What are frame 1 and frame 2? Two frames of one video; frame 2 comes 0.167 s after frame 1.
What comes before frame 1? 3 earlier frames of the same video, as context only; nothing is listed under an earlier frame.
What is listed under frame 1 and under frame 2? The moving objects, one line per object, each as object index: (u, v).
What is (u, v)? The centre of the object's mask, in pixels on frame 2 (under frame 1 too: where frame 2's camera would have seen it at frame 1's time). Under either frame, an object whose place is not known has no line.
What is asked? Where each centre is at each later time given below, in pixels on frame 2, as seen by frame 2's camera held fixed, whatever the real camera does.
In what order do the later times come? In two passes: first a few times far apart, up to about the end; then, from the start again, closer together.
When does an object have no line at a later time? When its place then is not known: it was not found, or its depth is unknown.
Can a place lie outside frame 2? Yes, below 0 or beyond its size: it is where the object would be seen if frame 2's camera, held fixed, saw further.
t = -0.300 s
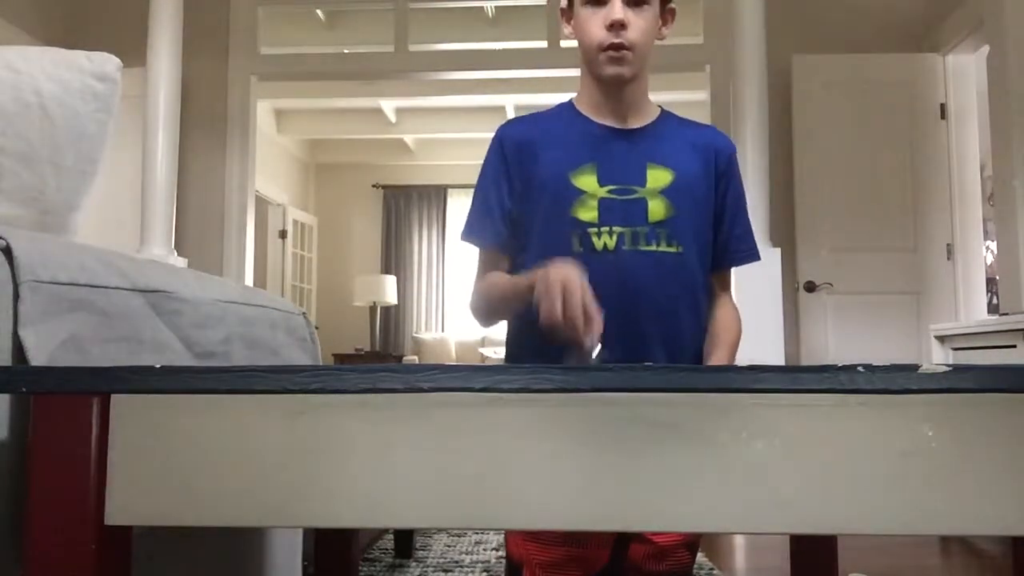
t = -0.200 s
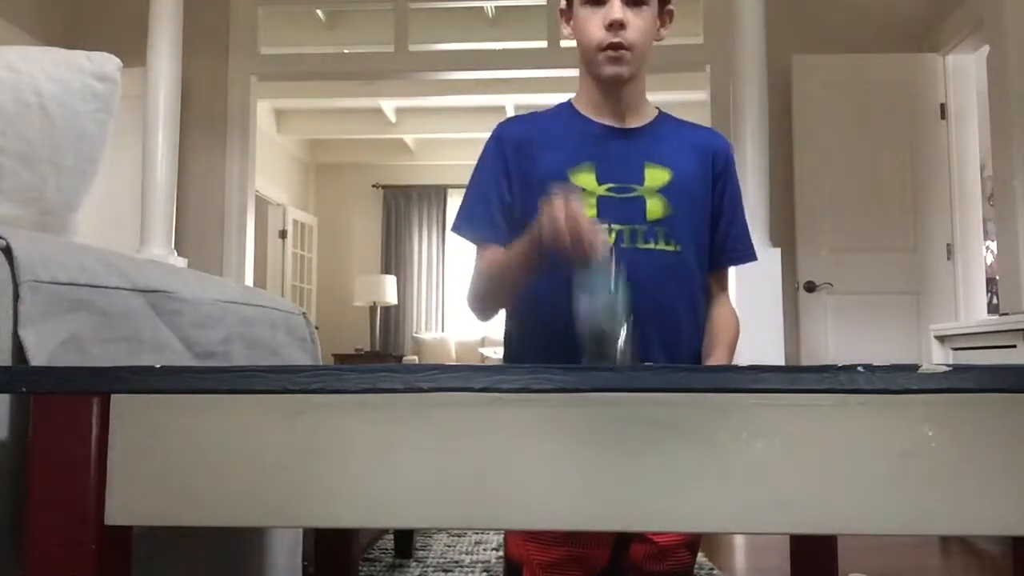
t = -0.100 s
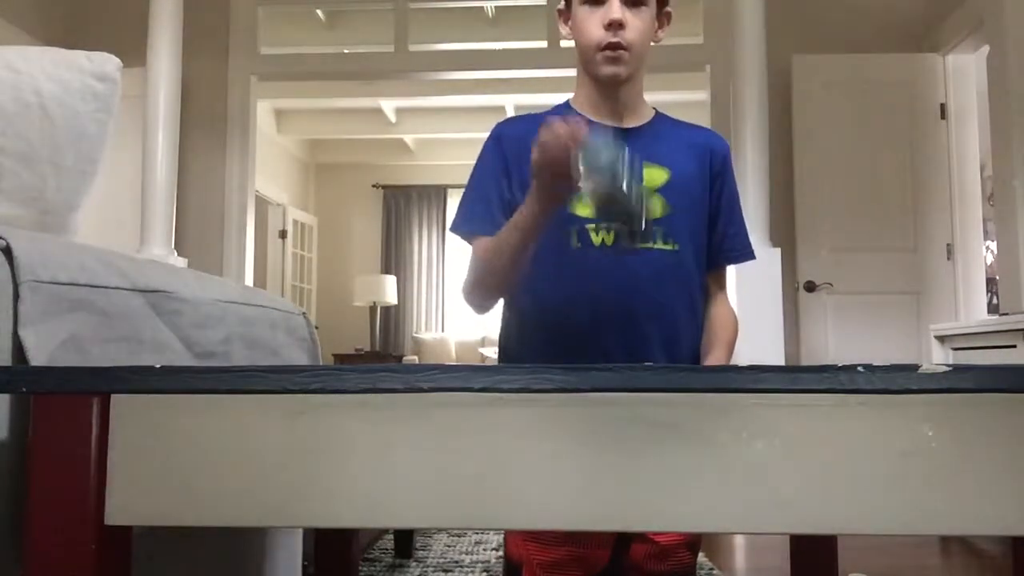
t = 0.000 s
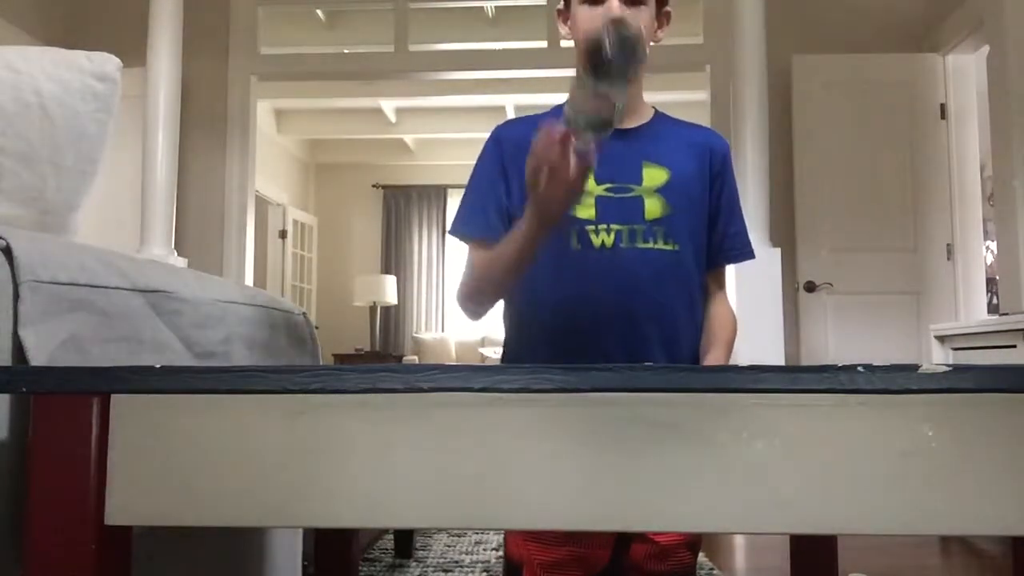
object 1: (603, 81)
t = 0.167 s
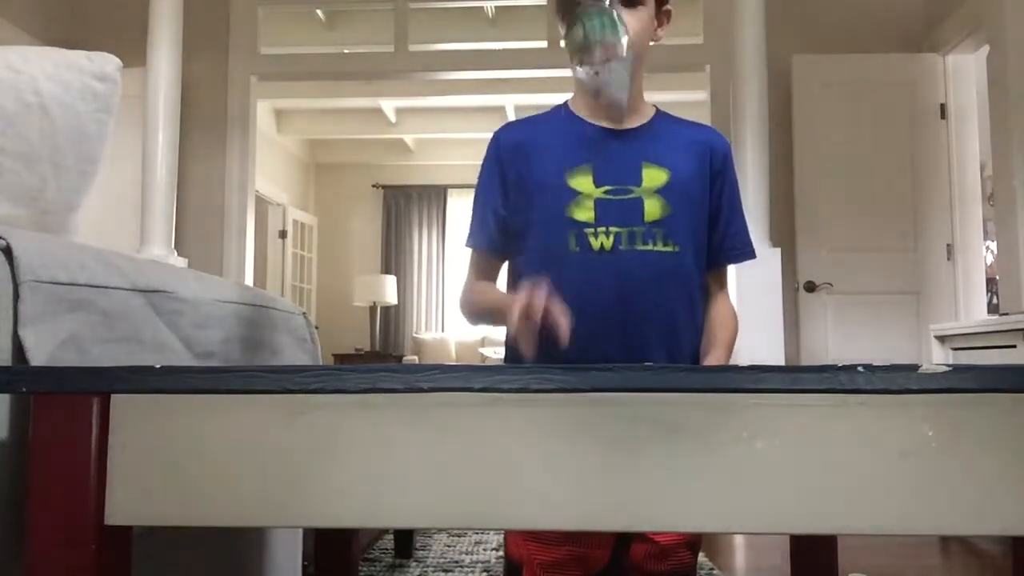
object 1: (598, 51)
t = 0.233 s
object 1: (588, 41)
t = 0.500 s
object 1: (608, 302)
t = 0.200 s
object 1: (592, 39)
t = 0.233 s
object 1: (588, 41)
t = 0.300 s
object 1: (572, 93)
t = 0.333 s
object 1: (560, 177)
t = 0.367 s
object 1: (552, 237)
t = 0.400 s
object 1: (558, 277)
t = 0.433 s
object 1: (578, 277)
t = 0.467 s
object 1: (593, 291)
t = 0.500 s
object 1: (608, 302)
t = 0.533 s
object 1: (624, 321)
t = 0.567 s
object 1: (620, 339)
